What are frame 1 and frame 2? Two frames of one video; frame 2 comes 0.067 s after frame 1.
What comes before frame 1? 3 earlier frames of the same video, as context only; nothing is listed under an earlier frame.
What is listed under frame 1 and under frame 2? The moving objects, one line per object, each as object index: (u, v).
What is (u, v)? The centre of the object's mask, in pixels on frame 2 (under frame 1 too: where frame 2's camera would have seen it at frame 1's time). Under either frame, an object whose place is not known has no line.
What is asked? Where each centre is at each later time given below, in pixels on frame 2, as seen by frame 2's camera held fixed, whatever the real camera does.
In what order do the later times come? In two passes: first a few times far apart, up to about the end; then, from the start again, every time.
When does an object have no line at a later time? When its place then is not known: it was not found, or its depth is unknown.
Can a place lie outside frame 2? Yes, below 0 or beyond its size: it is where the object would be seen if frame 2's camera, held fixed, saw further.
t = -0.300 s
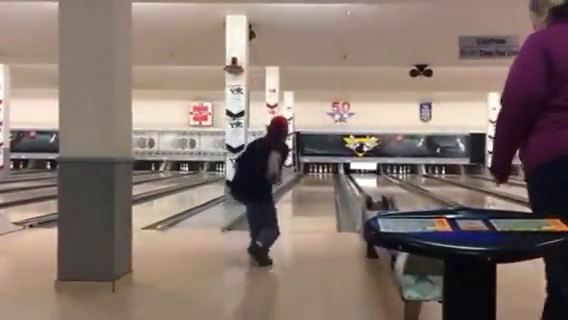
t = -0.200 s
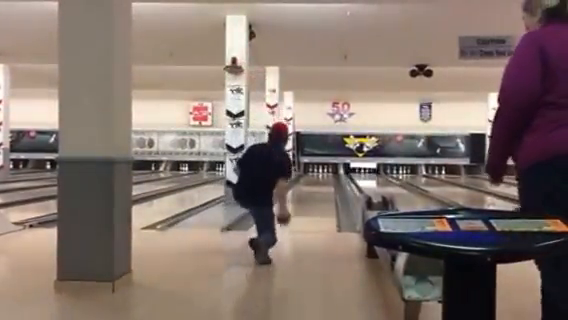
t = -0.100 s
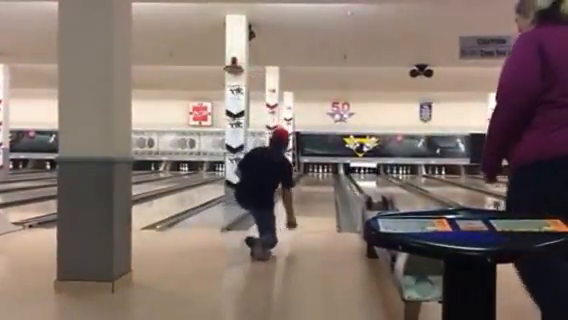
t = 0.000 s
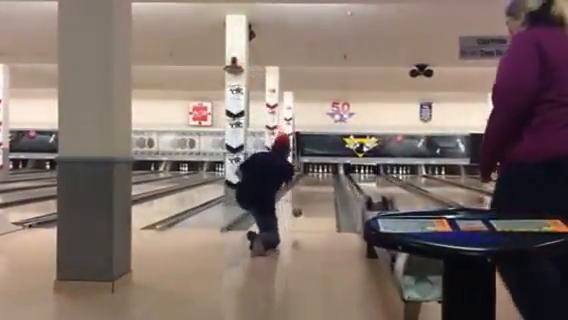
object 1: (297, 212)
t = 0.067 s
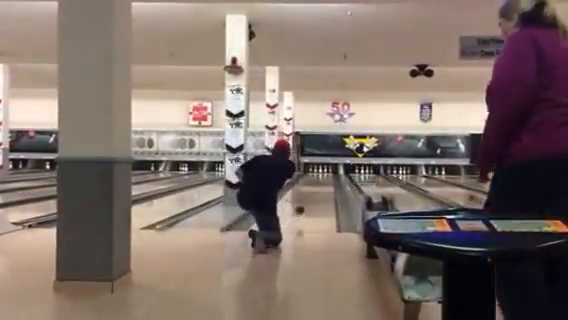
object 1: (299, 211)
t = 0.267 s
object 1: (306, 204)
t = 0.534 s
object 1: (311, 193)
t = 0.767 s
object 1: (315, 188)
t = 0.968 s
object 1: (317, 184)
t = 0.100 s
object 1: (301, 211)
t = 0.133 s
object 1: (302, 211)
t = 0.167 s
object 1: (303, 211)
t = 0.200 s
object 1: (304, 209)
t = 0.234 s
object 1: (306, 206)
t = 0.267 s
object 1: (306, 204)
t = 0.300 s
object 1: (307, 202)
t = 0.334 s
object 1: (308, 200)
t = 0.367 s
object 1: (309, 200)
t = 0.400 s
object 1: (309, 199)
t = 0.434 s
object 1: (310, 197)
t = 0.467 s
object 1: (311, 196)
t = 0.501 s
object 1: (312, 193)
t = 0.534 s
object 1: (311, 193)
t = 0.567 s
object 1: (312, 192)
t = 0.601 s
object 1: (313, 190)
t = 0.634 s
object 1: (314, 189)
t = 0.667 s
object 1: (314, 189)
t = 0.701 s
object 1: (314, 189)
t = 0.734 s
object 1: (314, 188)
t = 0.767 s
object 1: (315, 188)
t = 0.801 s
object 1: (315, 186)
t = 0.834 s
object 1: (316, 186)
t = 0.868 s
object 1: (316, 186)
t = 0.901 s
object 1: (316, 186)
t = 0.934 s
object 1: (317, 184)
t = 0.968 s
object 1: (317, 184)
